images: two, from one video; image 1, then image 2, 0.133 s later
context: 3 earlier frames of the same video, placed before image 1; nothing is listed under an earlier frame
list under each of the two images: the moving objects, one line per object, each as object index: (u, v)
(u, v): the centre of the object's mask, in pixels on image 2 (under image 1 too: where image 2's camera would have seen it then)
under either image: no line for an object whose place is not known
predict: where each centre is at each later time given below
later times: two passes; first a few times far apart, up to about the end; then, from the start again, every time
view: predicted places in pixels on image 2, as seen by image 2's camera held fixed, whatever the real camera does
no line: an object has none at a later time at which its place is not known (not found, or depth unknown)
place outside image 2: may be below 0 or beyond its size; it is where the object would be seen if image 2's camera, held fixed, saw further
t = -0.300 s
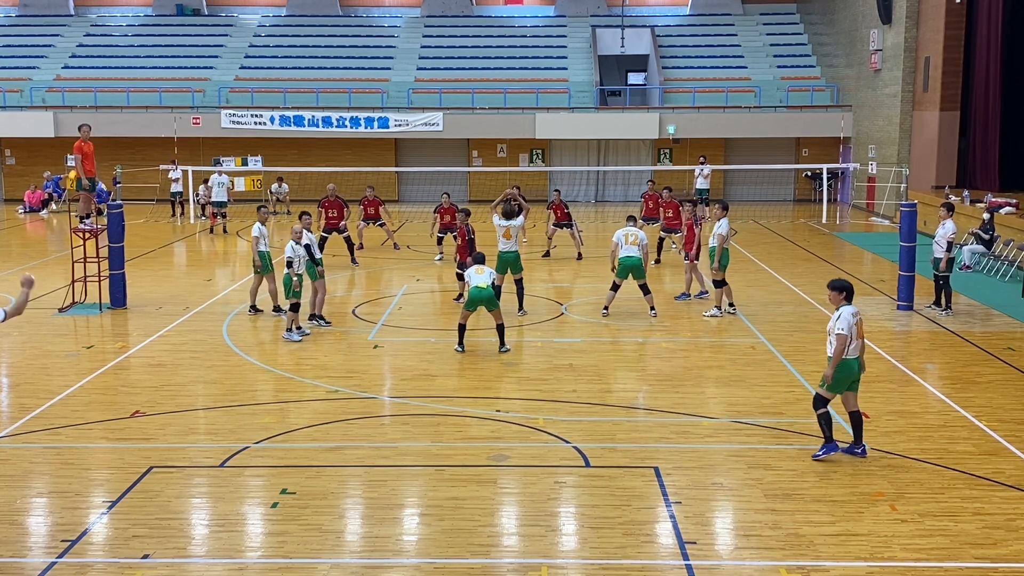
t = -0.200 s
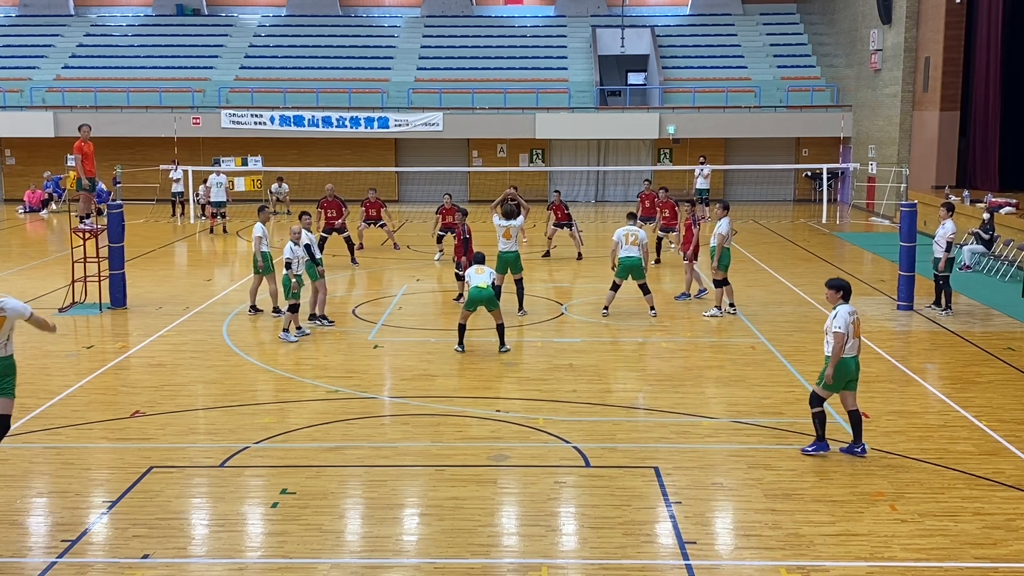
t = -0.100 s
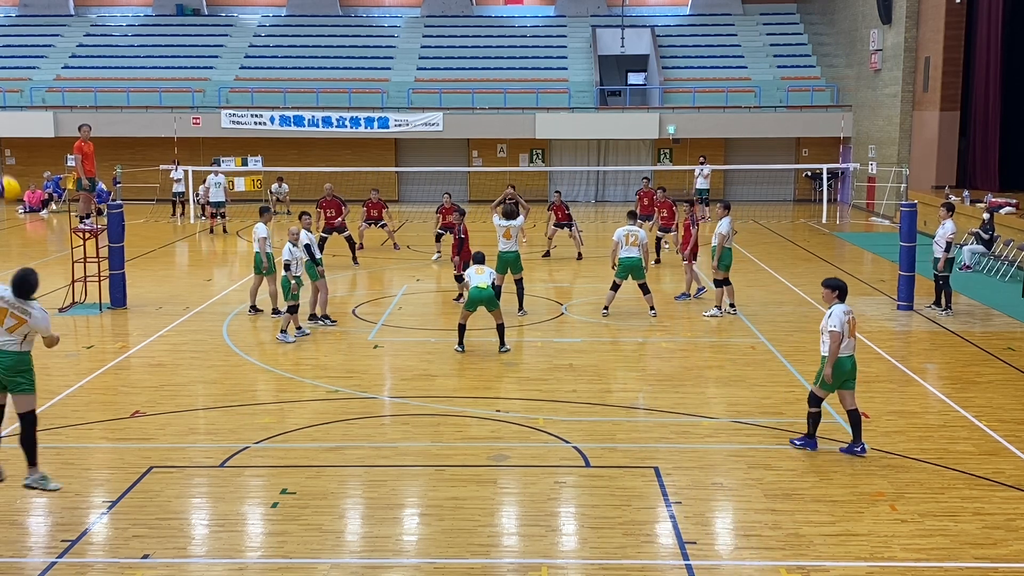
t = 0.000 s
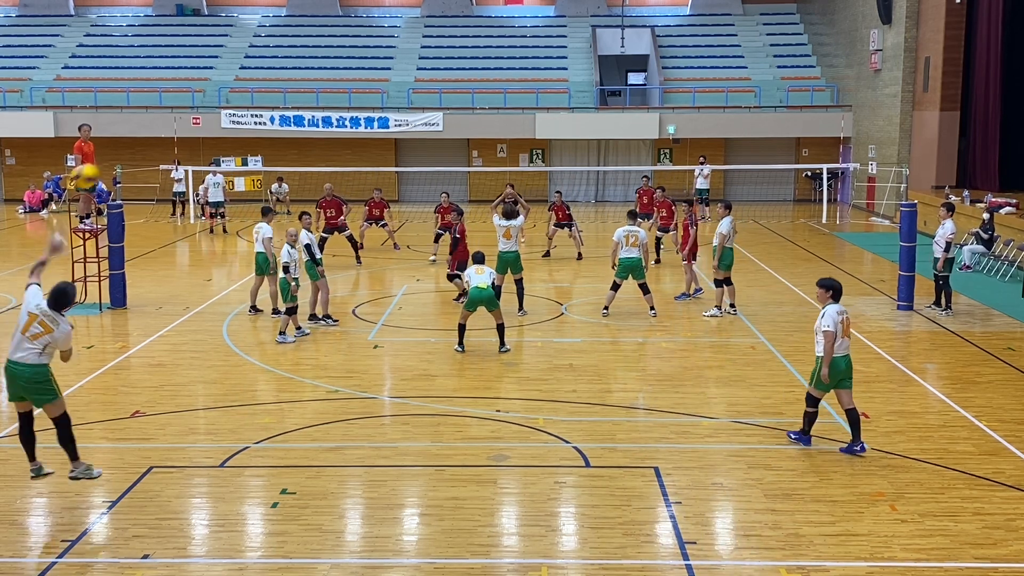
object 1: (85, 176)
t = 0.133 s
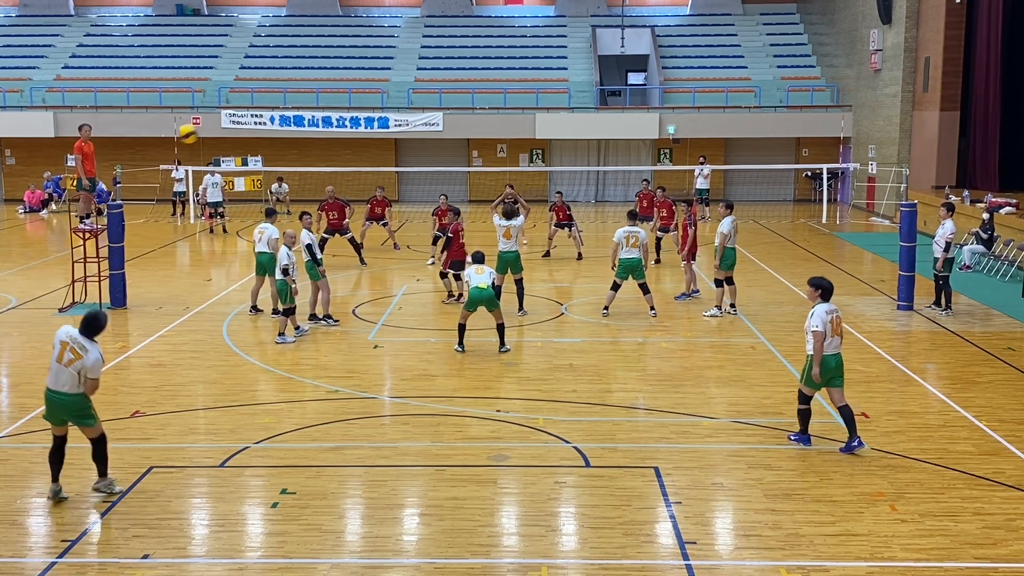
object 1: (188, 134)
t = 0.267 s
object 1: (255, 122)
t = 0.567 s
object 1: (347, 154)
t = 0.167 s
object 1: (208, 128)
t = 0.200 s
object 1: (225, 125)
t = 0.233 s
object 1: (241, 123)
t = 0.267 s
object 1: (255, 122)
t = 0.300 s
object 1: (269, 123)
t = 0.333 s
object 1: (281, 124)
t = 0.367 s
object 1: (293, 127)
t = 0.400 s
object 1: (303, 130)
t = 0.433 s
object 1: (314, 134)
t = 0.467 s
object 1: (323, 138)
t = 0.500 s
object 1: (331, 143)
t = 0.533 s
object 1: (339, 148)
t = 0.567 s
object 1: (347, 154)
